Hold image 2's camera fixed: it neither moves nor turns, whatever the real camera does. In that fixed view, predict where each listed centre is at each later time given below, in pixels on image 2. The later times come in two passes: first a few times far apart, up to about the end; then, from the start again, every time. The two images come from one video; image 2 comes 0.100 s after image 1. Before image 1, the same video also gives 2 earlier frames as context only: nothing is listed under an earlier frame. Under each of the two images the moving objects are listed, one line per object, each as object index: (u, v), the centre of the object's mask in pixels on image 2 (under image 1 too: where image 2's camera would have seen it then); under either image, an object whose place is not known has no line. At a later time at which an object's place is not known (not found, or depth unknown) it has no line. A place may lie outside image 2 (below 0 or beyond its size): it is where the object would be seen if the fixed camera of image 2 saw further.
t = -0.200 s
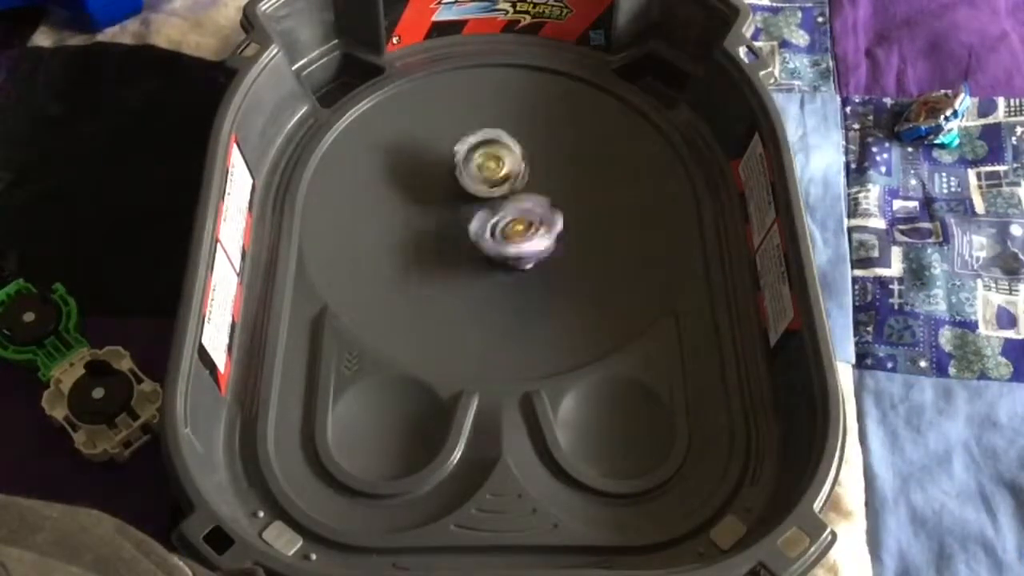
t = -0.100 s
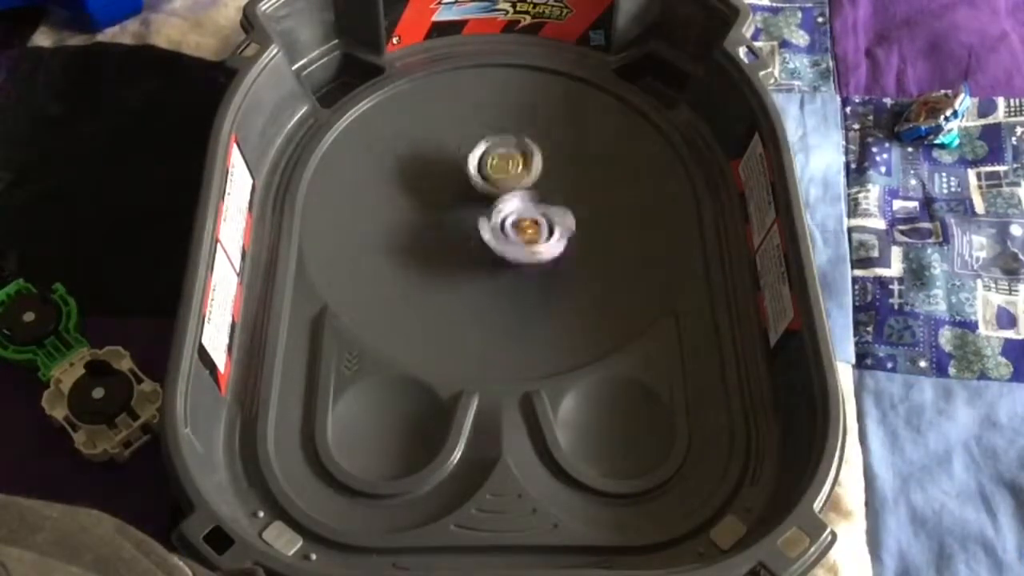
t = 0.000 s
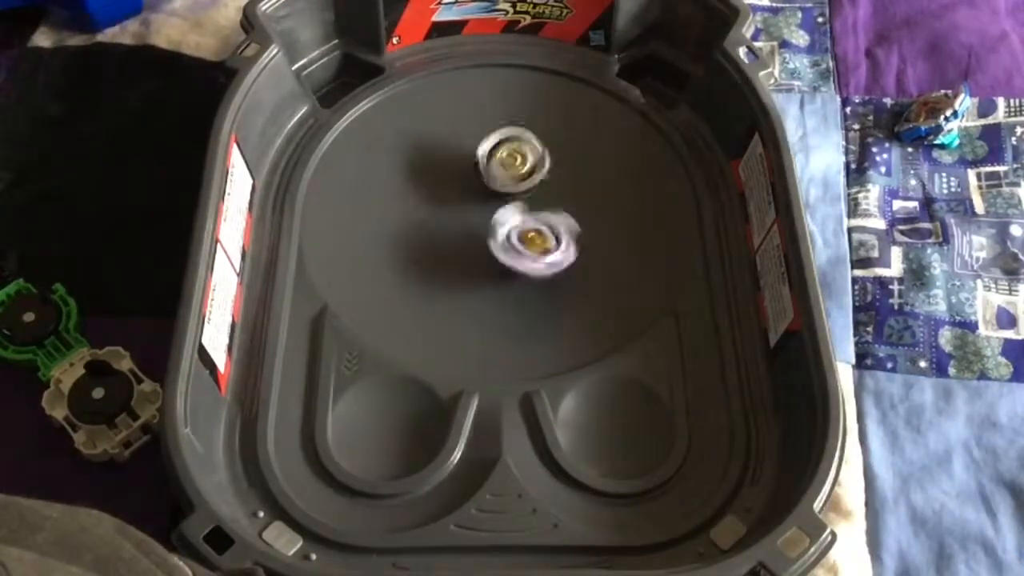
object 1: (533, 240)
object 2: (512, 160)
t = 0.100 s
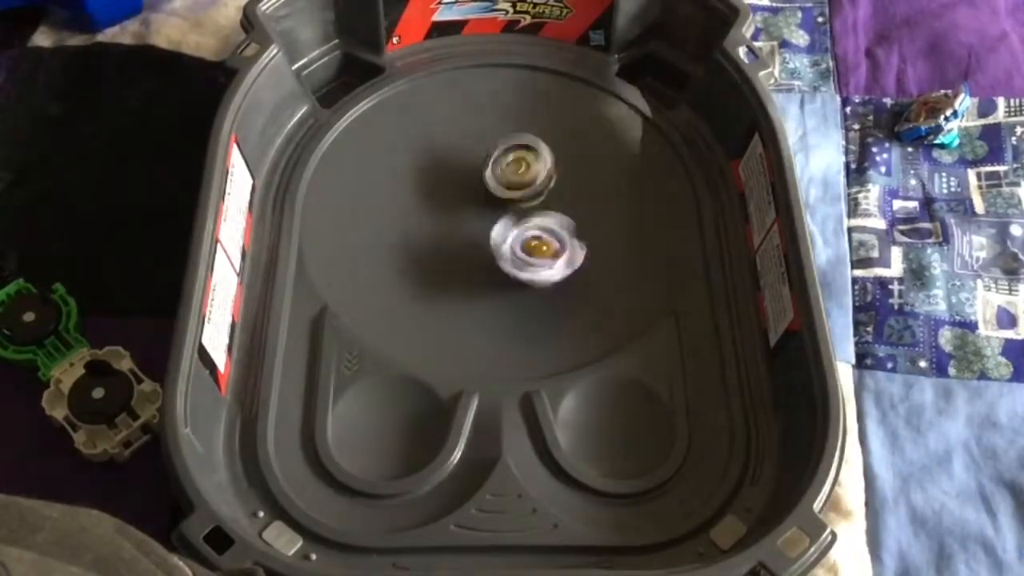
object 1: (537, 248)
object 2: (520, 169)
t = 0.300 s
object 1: (539, 254)
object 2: (521, 181)
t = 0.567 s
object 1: (525, 258)
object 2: (505, 189)
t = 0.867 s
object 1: (502, 257)
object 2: (509, 152)
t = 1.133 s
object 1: (482, 228)
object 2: (527, 158)
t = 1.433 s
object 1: (448, 217)
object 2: (528, 182)
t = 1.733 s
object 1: (431, 221)
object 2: (549, 179)
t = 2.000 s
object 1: (443, 212)
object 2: (546, 185)
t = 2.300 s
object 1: (432, 168)
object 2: (527, 183)
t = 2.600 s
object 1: (446, 166)
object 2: (538, 178)
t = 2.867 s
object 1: (459, 177)
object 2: (547, 195)
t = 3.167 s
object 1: (453, 186)
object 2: (537, 202)
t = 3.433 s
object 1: (452, 176)
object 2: (540, 189)
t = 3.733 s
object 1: (453, 153)
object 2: (538, 193)
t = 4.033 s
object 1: (457, 163)
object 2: (531, 189)
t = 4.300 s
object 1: (451, 156)
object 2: (542, 202)
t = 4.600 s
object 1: (479, 180)
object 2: (540, 206)
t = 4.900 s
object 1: (505, 169)
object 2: (530, 223)
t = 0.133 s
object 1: (535, 249)
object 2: (521, 173)
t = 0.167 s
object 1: (538, 250)
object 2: (522, 175)
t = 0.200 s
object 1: (536, 248)
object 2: (523, 180)
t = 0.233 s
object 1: (536, 249)
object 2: (523, 182)
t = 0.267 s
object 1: (538, 249)
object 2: (524, 182)
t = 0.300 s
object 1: (539, 254)
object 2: (521, 181)
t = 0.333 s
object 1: (538, 256)
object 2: (520, 185)
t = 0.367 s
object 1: (533, 260)
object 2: (520, 187)
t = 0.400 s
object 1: (537, 264)
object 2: (515, 188)
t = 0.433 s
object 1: (534, 262)
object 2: (514, 188)
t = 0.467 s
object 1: (529, 265)
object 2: (512, 189)
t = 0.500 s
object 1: (532, 263)
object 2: (508, 188)
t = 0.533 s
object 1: (527, 260)
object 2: (507, 189)
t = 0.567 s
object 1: (525, 258)
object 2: (505, 189)
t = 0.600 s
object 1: (525, 253)
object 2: (501, 185)
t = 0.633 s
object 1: (520, 252)
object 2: (501, 184)
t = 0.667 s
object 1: (522, 256)
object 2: (501, 176)
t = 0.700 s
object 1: (521, 255)
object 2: (501, 168)
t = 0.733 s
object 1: (513, 255)
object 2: (501, 163)
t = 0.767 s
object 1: (512, 259)
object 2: (503, 162)
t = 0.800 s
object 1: (513, 256)
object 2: (503, 157)
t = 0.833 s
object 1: (505, 254)
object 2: (505, 155)
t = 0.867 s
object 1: (502, 257)
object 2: (509, 152)
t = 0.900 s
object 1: (506, 253)
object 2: (511, 151)
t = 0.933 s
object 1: (500, 248)
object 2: (512, 150)
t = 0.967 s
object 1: (494, 247)
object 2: (515, 148)
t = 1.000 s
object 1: (495, 245)
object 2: (518, 150)
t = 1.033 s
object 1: (493, 238)
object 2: (520, 151)
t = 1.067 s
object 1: (486, 232)
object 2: (522, 152)
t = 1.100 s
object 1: (483, 231)
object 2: (524, 156)
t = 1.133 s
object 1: (482, 228)
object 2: (527, 158)
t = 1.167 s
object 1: (482, 221)
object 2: (529, 162)
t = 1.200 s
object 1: (473, 217)
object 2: (531, 165)
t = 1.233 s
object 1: (468, 220)
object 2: (533, 165)
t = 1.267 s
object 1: (467, 220)
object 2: (535, 167)
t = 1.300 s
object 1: (464, 217)
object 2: (536, 169)
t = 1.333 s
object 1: (455, 215)
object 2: (535, 174)
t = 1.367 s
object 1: (448, 218)
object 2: (534, 176)
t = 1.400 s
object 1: (449, 220)
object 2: (531, 178)
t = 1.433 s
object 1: (448, 217)
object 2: (528, 182)
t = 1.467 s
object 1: (443, 217)
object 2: (527, 184)
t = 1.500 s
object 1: (445, 218)
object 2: (522, 187)
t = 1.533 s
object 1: (444, 217)
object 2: (520, 188)
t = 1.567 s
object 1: (434, 223)
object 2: (527, 186)
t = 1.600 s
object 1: (435, 228)
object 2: (539, 182)
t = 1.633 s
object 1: (442, 227)
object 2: (545, 180)
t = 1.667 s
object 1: (442, 220)
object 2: (549, 180)
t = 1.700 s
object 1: (435, 221)
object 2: (548, 179)
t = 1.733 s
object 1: (431, 221)
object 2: (549, 179)
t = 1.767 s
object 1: (434, 223)
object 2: (549, 178)
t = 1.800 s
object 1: (445, 221)
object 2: (551, 179)
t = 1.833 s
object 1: (448, 218)
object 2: (550, 179)
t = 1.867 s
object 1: (446, 216)
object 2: (549, 181)
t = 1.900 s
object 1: (442, 215)
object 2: (551, 181)
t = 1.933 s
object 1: (439, 214)
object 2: (549, 183)
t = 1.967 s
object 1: (439, 213)
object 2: (549, 184)
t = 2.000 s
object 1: (443, 212)
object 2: (546, 185)
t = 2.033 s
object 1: (449, 205)
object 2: (545, 185)
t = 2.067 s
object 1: (450, 195)
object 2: (541, 187)
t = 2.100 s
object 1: (443, 185)
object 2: (540, 187)
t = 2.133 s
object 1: (437, 182)
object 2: (536, 187)
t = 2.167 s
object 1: (435, 182)
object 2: (536, 187)
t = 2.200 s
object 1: (438, 181)
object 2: (532, 186)
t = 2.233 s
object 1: (441, 175)
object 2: (531, 186)
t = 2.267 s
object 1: (439, 168)
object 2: (528, 184)
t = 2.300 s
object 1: (432, 168)
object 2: (527, 183)
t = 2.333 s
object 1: (435, 169)
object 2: (525, 181)
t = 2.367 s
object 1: (441, 166)
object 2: (524, 180)
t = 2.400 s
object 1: (435, 163)
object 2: (528, 179)
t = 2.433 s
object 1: (434, 166)
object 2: (529, 179)
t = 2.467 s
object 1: (440, 165)
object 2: (529, 178)
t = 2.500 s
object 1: (441, 162)
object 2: (530, 177)
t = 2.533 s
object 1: (440, 163)
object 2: (532, 176)
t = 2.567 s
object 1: (445, 166)
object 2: (533, 177)
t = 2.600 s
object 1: (446, 166)
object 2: (538, 178)
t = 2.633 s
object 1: (446, 170)
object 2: (544, 178)
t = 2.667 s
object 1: (449, 169)
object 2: (547, 180)
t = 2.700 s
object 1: (449, 168)
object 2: (545, 183)
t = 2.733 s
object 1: (448, 169)
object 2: (546, 184)
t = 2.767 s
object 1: (451, 173)
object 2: (546, 187)
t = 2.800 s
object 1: (458, 176)
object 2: (547, 188)
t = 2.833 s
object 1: (462, 175)
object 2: (546, 192)
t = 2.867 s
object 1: (459, 177)
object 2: (547, 195)
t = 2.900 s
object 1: (460, 180)
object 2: (546, 197)
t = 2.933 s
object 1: (456, 181)
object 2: (547, 199)
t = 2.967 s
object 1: (455, 183)
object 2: (545, 200)
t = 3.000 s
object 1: (458, 182)
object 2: (544, 200)
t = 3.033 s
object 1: (454, 177)
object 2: (542, 202)
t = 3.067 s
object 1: (442, 177)
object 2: (542, 202)
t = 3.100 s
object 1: (441, 184)
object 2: (540, 203)
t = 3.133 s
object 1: (446, 187)
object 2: (538, 202)
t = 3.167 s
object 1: (453, 186)
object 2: (537, 202)
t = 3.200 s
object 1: (454, 183)
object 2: (537, 202)
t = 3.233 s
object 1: (453, 184)
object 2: (537, 200)
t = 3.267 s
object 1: (450, 184)
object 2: (538, 199)
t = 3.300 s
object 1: (450, 183)
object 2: (536, 197)
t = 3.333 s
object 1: (449, 181)
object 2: (535, 194)
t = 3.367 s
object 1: (449, 179)
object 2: (536, 193)
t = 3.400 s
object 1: (451, 179)
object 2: (538, 191)
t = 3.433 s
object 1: (452, 176)
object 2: (540, 189)
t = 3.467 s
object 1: (455, 174)
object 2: (539, 189)
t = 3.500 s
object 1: (455, 172)
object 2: (539, 189)
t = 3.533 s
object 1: (454, 169)
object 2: (539, 188)
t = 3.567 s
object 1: (455, 164)
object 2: (541, 190)
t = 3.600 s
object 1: (456, 161)
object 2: (540, 190)
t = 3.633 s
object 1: (455, 159)
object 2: (540, 190)
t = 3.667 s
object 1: (456, 157)
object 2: (539, 191)
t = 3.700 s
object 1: (453, 154)
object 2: (538, 192)
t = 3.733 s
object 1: (453, 153)
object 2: (538, 193)
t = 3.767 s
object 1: (452, 151)
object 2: (536, 194)
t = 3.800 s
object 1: (451, 151)
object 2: (537, 195)
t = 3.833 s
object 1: (452, 150)
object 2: (536, 195)
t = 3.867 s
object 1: (452, 149)
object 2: (535, 194)
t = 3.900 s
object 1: (452, 150)
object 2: (532, 192)
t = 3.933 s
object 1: (452, 151)
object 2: (530, 191)
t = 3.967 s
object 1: (452, 155)
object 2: (530, 190)
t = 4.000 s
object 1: (453, 159)
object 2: (529, 189)
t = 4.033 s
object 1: (457, 163)
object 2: (531, 189)
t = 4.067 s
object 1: (452, 158)
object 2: (538, 193)
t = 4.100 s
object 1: (452, 152)
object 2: (542, 195)
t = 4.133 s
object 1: (453, 149)
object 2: (542, 198)
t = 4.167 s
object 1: (453, 148)
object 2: (541, 199)
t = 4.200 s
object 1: (453, 148)
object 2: (542, 200)
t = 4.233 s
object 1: (453, 150)
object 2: (542, 203)
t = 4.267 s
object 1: (452, 152)
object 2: (543, 203)
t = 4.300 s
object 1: (451, 156)
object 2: (542, 202)
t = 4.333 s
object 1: (452, 161)
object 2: (541, 203)
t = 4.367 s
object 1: (454, 166)
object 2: (540, 205)
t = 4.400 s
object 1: (458, 170)
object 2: (541, 204)
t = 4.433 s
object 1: (463, 172)
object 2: (540, 203)
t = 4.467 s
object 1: (467, 176)
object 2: (539, 203)
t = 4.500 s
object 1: (472, 179)
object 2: (541, 205)
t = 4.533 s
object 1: (476, 179)
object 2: (542, 206)
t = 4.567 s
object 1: (478, 179)
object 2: (543, 205)
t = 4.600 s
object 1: (479, 180)
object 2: (540, 206)
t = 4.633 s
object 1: (481, 178)
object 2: (536, 207)
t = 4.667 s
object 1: (483, 176)
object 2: (535, 209)
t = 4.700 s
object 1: (486, 177)
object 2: (536, 211)
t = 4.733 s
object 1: (489, 175)
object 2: (536, 213)
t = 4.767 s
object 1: (493, 174)
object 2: (535, 217)
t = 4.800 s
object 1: (497, 173)
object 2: (536, 219)
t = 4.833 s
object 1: (499, 172)
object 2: (534, 222)
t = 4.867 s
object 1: (502, 171)
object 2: (532, 223)
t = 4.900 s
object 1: (505, 169)
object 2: (530, 223)
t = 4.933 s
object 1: (508, 166)
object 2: (526, 223)
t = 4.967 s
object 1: (510, 167)
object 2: (524, 224)
